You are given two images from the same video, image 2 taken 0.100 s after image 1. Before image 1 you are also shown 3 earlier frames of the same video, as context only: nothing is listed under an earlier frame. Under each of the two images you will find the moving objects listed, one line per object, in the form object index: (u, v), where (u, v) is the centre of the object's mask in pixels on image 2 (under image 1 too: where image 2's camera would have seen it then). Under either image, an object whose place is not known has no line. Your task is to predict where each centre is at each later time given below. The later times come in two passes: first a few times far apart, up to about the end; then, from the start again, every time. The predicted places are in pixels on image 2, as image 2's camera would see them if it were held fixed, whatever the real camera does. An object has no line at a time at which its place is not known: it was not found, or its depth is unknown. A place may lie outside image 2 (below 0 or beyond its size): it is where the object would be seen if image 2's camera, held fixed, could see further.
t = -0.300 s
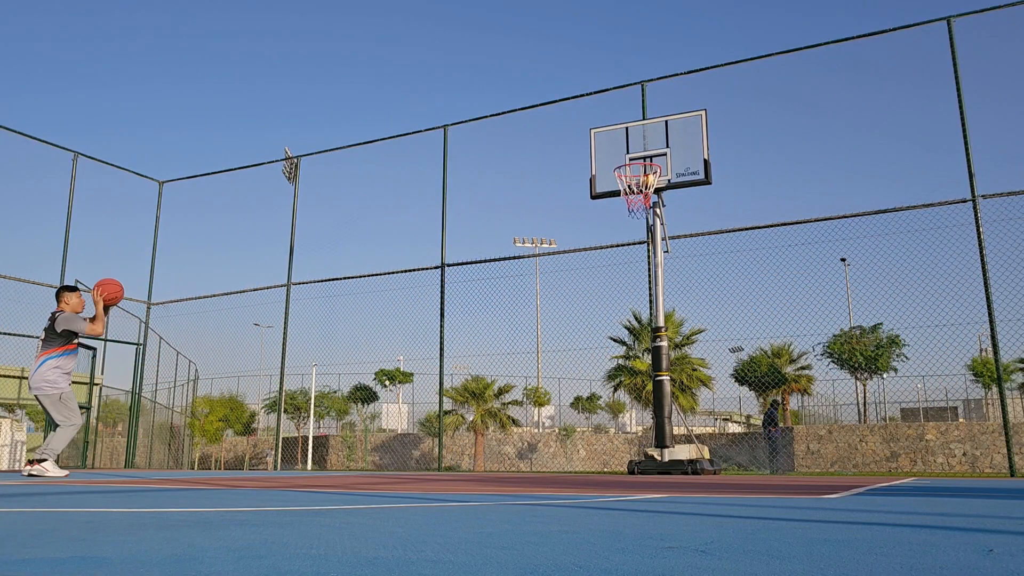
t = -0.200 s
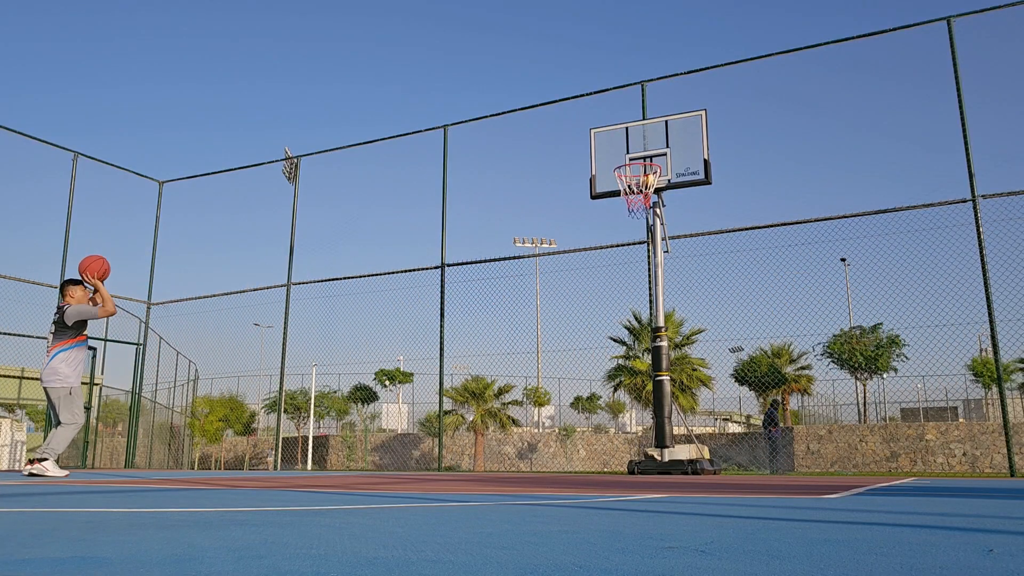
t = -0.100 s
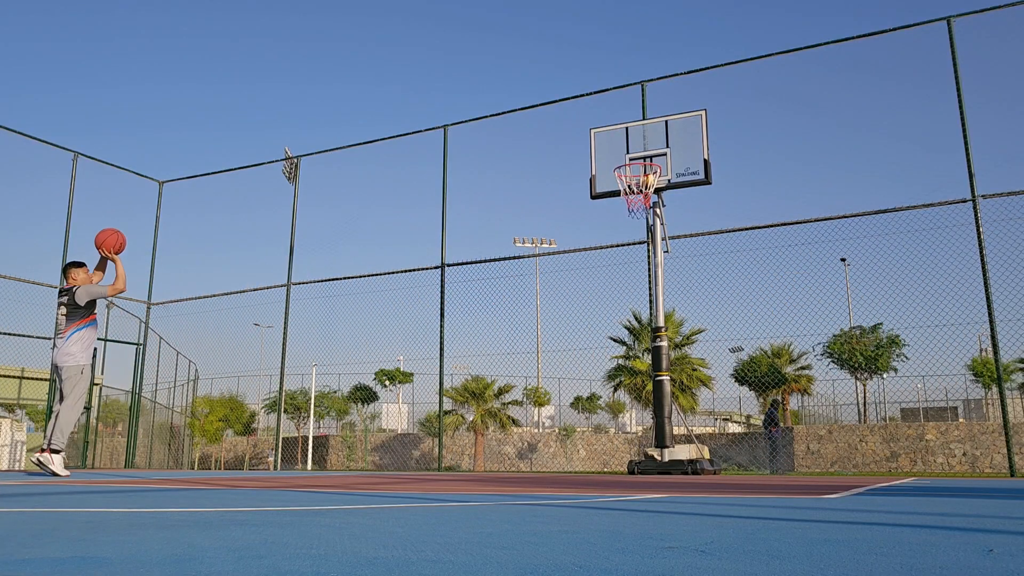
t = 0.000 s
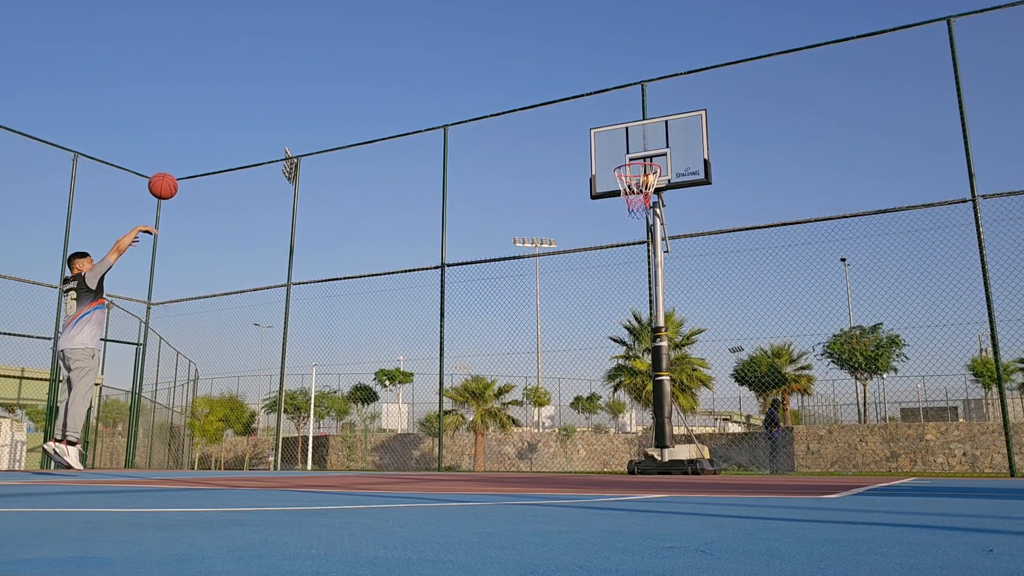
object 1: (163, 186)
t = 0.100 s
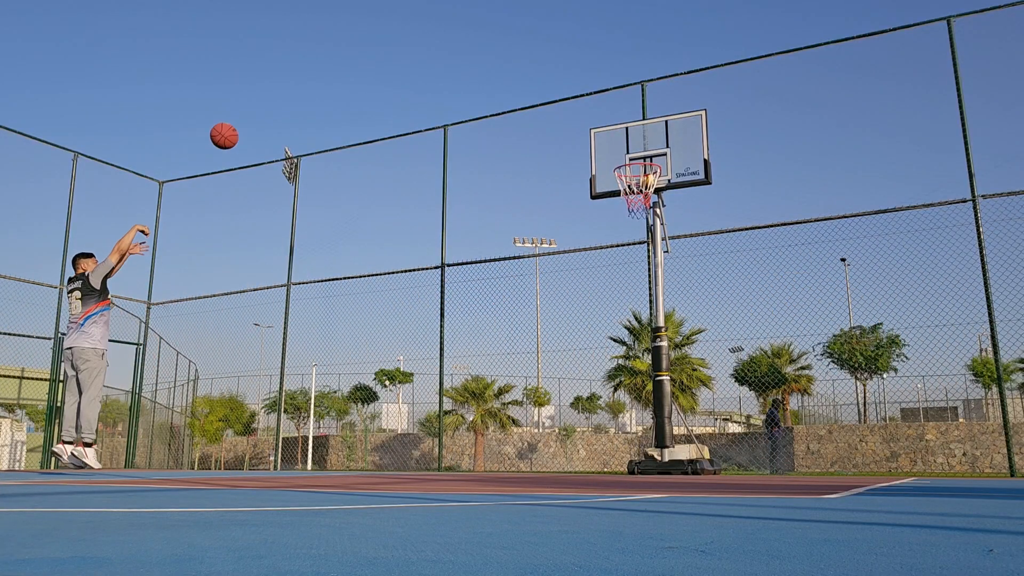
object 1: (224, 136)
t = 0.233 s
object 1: (298, 88)
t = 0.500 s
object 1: (427, 52)
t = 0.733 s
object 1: (528, 73)
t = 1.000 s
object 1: (636, 153)
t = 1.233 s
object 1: (619, 200)
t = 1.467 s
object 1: (595, 229)
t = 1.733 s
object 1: (566, 324)
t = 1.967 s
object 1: (541, 463)
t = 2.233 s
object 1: (536, 343)
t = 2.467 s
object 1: (532, 295)
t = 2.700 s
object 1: (528, 299)
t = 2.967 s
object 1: (524, 370)
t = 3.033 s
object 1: (523, 400)
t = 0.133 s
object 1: (243, 122)
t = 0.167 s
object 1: (262, 109)
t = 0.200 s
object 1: (280, 98)
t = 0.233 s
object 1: (298, 88)
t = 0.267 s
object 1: (315, 80)
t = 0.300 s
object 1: (332, 73)
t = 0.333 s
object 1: (349, 66)
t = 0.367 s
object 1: (365, 61)
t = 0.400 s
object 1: (381, 57)
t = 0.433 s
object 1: (396, 54)
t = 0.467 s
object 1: (412, 52)
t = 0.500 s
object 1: (427, 52)
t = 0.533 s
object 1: (442, 52)
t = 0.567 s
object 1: (457, 53)
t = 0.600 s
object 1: (472, 55)
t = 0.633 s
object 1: (486, 58)
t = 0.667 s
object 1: (500, 62)
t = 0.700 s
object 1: (514, 67)
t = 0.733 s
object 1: (528, 73)
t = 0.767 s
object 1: (542, 80)
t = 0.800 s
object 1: (555, 88)
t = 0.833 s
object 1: (569, 96)
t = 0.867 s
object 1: (582, 106)
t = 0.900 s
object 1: (596, 116)
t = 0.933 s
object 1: (609, 128)
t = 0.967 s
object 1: (622, 141)
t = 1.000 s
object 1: (636, 153)
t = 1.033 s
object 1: (649, 168)
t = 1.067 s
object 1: (645, 179)
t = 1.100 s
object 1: (640, 192)
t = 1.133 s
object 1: (634, 200)
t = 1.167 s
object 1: (628, 201)
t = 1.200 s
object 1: (623, 201)
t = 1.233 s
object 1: (619, 200)
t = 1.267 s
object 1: (616, 202)
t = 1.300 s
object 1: (612, 204)
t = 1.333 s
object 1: (609, 207)
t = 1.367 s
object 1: (605, 211)
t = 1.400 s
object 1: (602, 216)
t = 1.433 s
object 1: (598, 222)
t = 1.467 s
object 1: (595, 229)
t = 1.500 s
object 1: (591, 237)
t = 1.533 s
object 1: (588, 246)
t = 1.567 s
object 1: (584, 256)
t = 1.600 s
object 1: (581, 268)
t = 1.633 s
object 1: (577, 280)
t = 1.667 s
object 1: (573, 294)
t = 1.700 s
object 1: (570, 308)
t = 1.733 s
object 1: (566, 324)
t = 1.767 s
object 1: (562, 341)
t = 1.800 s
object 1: (559, 359)
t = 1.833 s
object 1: (555, 378)
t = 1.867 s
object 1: (552, 399)
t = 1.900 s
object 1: (548, 421)
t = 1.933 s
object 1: (544, 444)
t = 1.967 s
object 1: (541, 463)
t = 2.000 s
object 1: (541, 444)
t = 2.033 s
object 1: (540, 426)
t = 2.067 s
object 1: (539, 409)
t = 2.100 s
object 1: (539, 394)
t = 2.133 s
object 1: (538, 379)
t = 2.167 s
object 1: (537, 366)
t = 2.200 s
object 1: (537, 354)
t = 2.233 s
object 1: (536, 343)
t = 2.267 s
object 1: (536, 333)
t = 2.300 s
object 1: (535, 324)
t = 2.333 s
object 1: (534, 316)
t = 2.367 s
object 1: (534, 309)
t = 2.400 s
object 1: (533, 303)
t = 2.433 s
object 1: (532, 299)
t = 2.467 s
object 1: (532, 295)
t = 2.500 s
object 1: (531, 293)
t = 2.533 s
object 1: (531, 291)
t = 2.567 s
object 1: (530, 290)
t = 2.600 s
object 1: (530, 291)
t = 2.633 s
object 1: (529, 292)
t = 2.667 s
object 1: (528, 295)
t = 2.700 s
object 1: (528, 299)
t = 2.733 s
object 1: (527, 304)
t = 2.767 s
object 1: (527, 310)
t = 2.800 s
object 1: (526, 317)
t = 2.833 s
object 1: (526, 325)
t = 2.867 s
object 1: (525, 335)
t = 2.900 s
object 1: (525, 345)
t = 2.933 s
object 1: (524, 357)
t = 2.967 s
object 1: (524, 370)
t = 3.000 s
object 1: (523, 384)
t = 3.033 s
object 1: (523, 400)
